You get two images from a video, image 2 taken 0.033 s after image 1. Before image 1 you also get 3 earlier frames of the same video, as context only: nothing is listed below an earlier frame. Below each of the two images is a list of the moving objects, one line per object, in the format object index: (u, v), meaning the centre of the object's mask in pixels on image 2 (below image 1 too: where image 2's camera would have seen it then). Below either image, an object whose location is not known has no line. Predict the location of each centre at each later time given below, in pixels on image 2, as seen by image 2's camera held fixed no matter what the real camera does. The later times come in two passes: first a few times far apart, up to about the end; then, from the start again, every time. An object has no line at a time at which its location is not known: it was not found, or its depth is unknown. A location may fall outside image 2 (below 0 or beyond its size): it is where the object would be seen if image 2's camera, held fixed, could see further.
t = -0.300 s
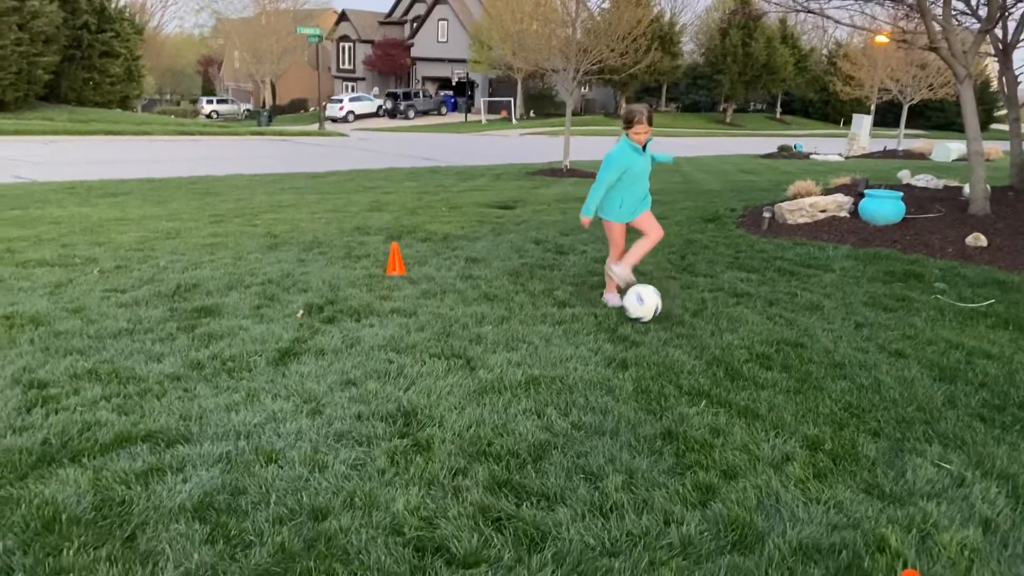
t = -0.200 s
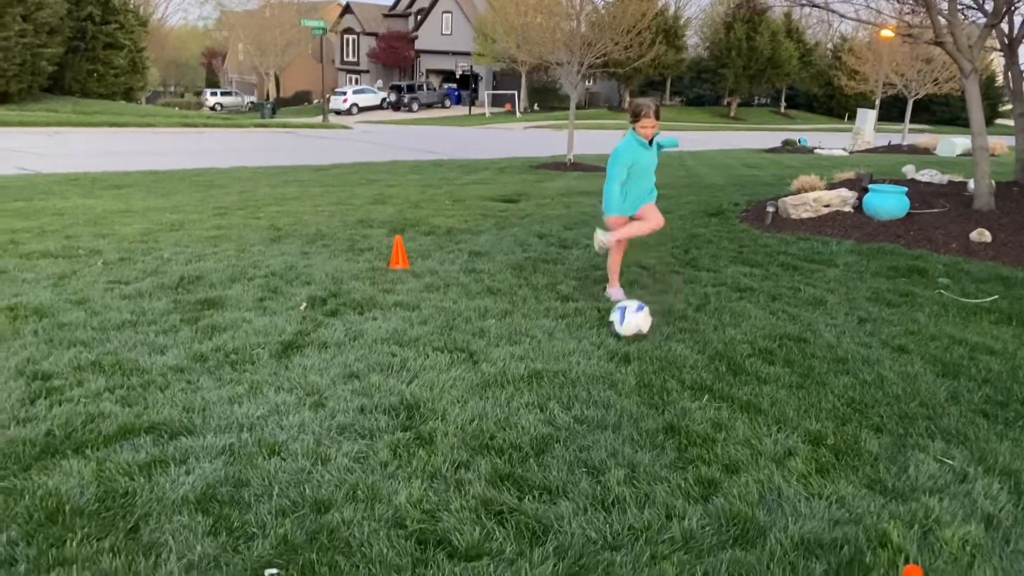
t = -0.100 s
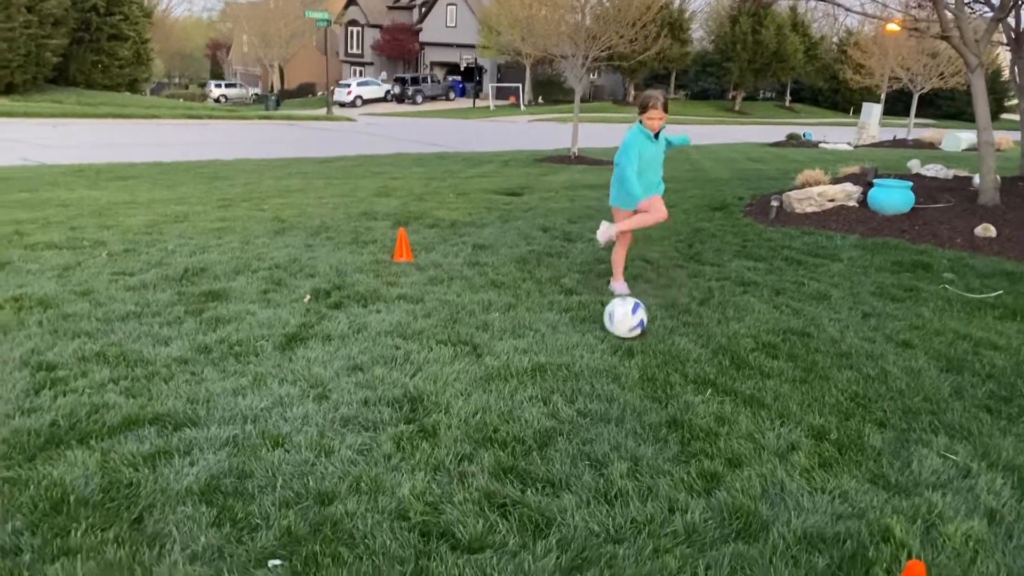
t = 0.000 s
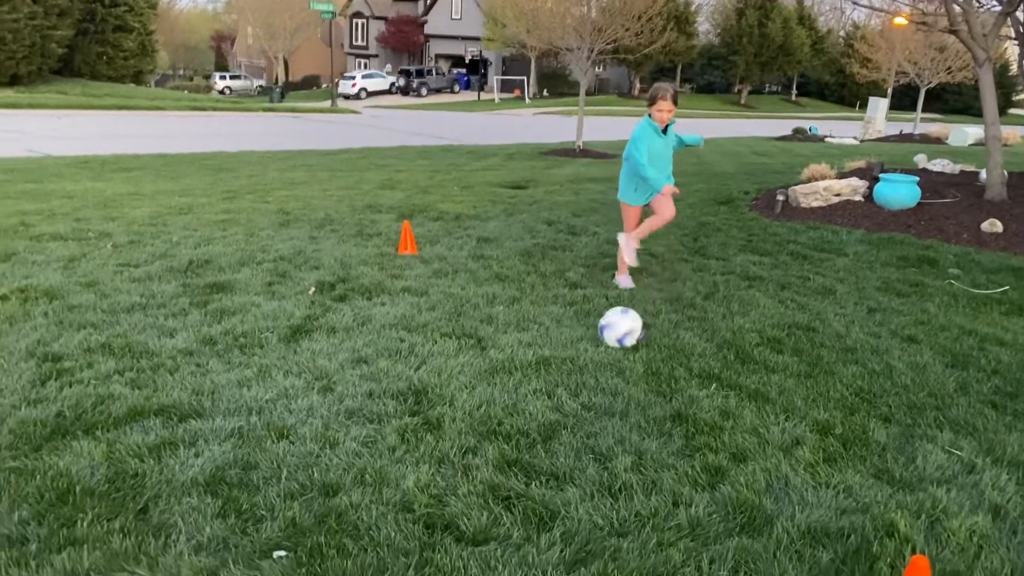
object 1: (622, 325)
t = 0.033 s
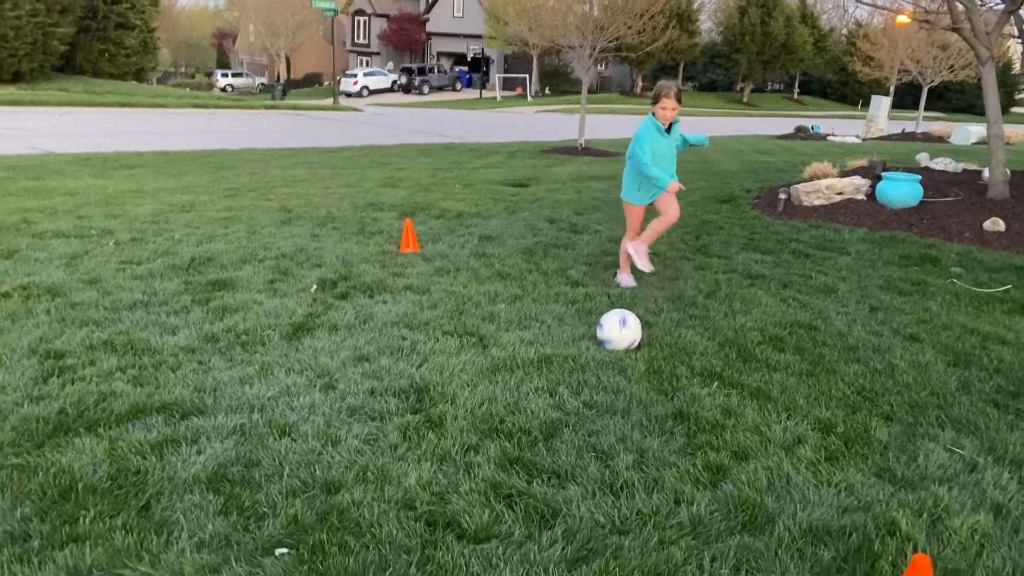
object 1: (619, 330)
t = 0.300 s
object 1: (584, 354)
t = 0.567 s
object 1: (541, 380)
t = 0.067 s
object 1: (616, 333)
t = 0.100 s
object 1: (613, 336)
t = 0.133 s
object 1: (608, 339)
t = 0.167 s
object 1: (604, 342)
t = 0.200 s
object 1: (599, 345)
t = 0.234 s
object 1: (594, 350)
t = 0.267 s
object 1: (589, 352)
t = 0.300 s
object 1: (584, 354)
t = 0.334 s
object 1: (579, 356)
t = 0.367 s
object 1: (574, 359)
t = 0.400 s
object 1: (570, 362)
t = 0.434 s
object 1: (564, 365)
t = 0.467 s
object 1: (558, 369)
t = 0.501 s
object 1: (552, 373)
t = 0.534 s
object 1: (546, 377)
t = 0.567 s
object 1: (541, 380)
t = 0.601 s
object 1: (535, 383)
